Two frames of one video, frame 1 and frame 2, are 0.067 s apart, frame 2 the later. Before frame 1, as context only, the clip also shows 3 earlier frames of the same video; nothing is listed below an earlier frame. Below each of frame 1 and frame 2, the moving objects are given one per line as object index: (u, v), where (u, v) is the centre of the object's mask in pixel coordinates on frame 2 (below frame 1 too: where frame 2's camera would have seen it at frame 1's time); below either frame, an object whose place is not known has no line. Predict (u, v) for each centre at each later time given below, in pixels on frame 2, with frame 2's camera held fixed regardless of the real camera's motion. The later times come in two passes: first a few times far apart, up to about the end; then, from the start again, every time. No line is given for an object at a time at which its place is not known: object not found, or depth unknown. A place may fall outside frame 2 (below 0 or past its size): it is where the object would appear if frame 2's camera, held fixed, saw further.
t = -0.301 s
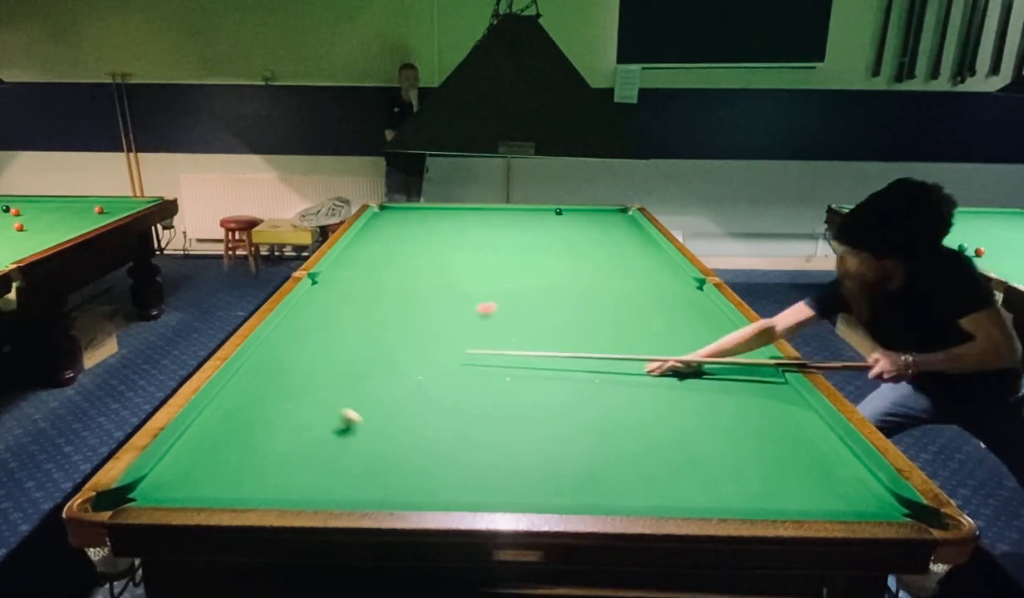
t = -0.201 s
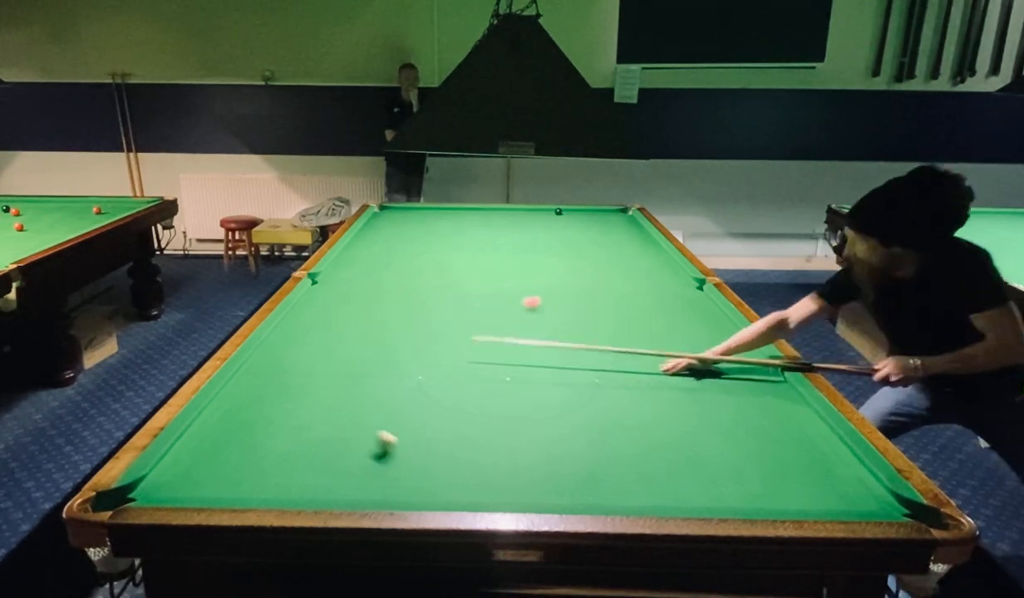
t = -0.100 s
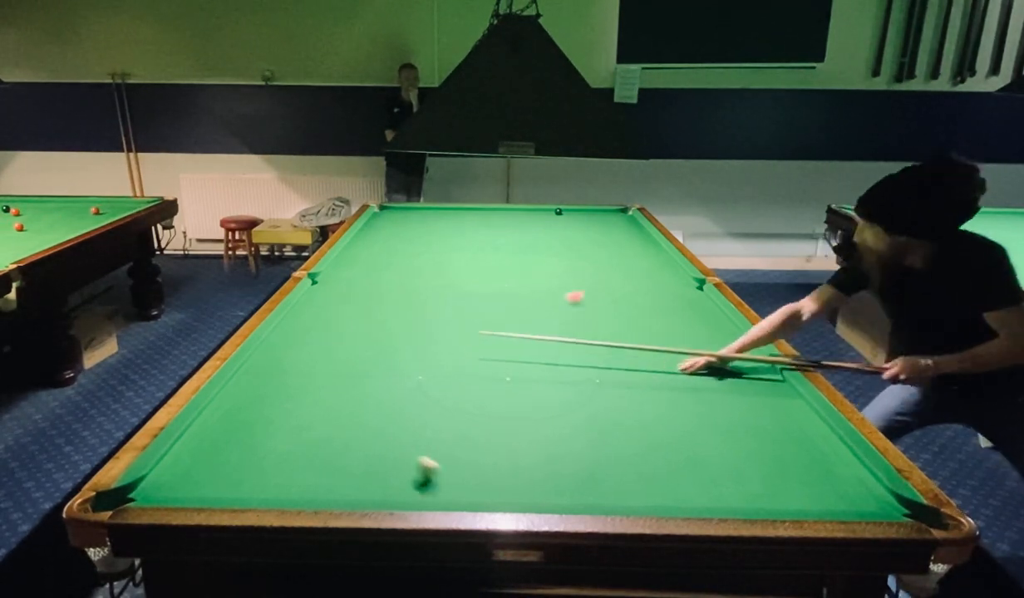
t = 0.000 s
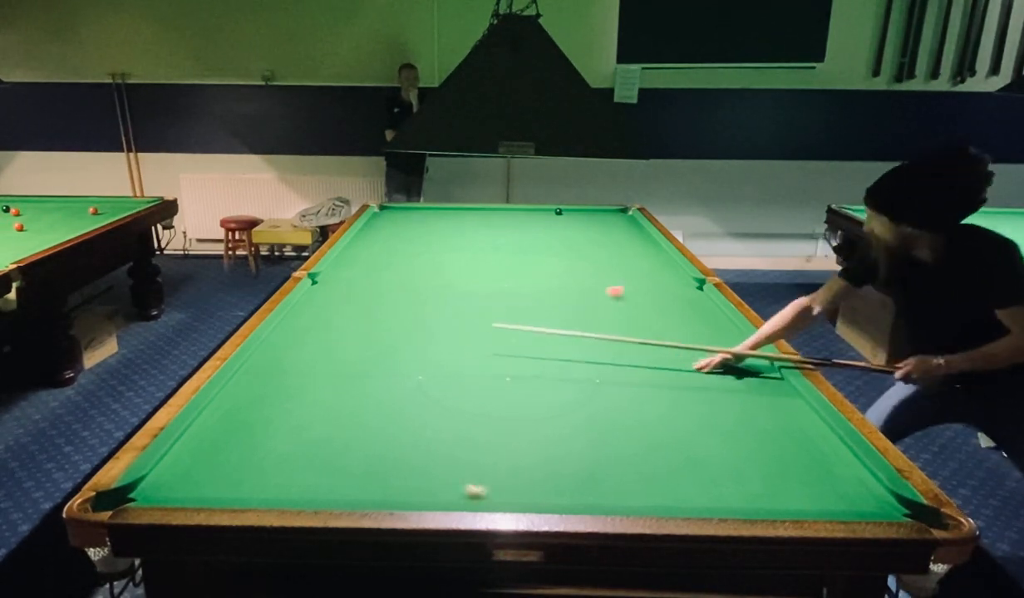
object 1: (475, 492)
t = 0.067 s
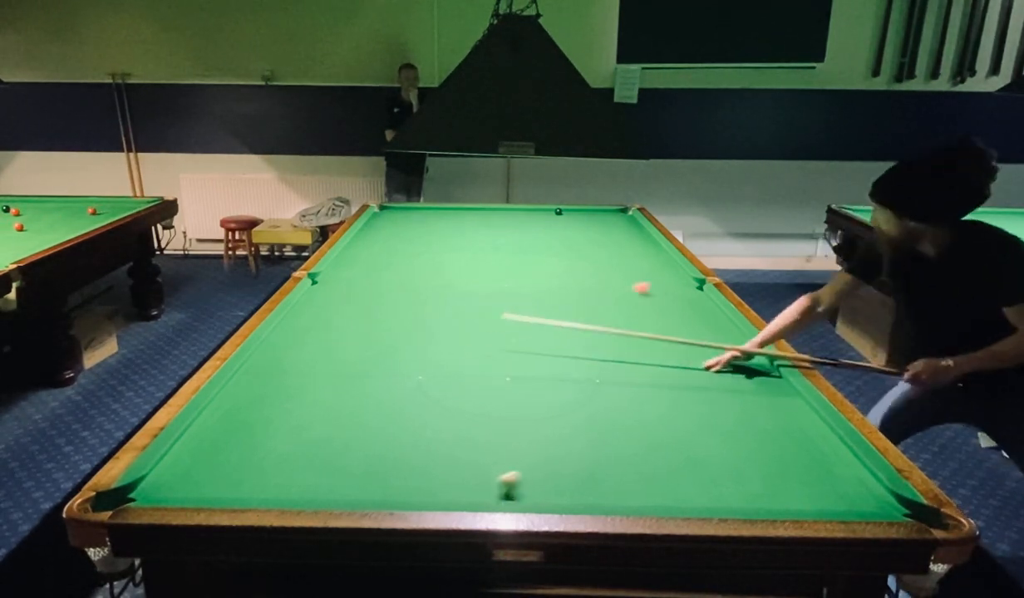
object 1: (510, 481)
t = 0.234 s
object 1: (585, 452)
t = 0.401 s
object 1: (650, 429)
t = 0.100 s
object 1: (526, 474)
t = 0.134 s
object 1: (541, 468)
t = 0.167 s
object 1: (556, 463)
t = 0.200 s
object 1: (571, 457)
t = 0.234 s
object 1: (585, 452)
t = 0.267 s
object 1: (599, 447)
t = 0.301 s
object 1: (612, 442)
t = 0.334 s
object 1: (625, 438)
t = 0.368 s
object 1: (638, 434)
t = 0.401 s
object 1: (650, 429)
